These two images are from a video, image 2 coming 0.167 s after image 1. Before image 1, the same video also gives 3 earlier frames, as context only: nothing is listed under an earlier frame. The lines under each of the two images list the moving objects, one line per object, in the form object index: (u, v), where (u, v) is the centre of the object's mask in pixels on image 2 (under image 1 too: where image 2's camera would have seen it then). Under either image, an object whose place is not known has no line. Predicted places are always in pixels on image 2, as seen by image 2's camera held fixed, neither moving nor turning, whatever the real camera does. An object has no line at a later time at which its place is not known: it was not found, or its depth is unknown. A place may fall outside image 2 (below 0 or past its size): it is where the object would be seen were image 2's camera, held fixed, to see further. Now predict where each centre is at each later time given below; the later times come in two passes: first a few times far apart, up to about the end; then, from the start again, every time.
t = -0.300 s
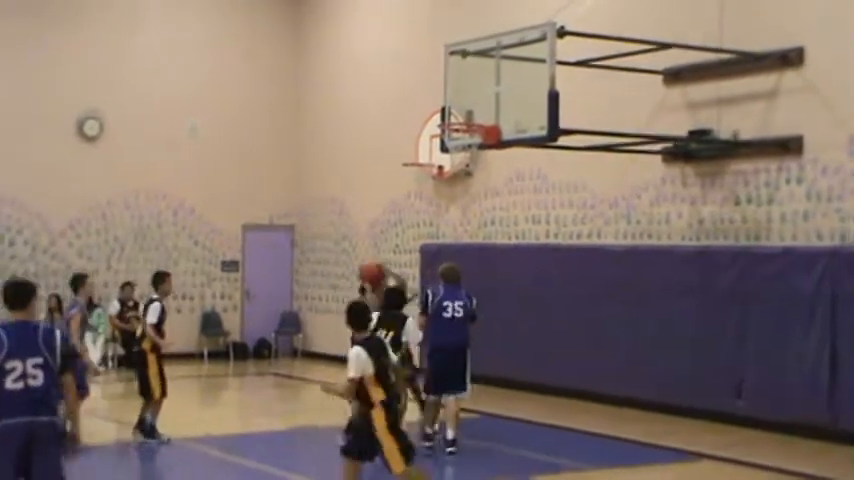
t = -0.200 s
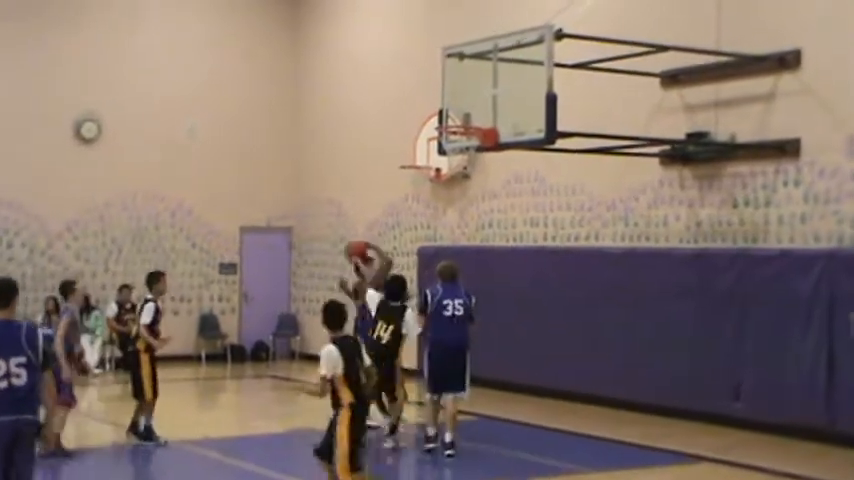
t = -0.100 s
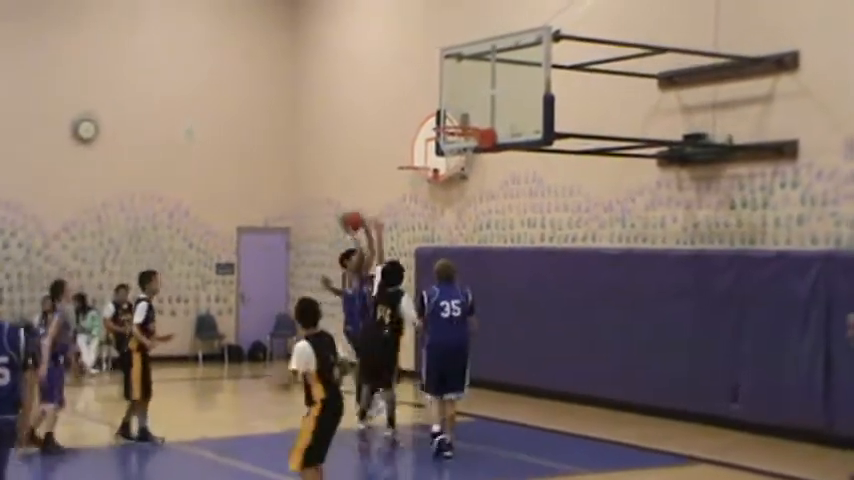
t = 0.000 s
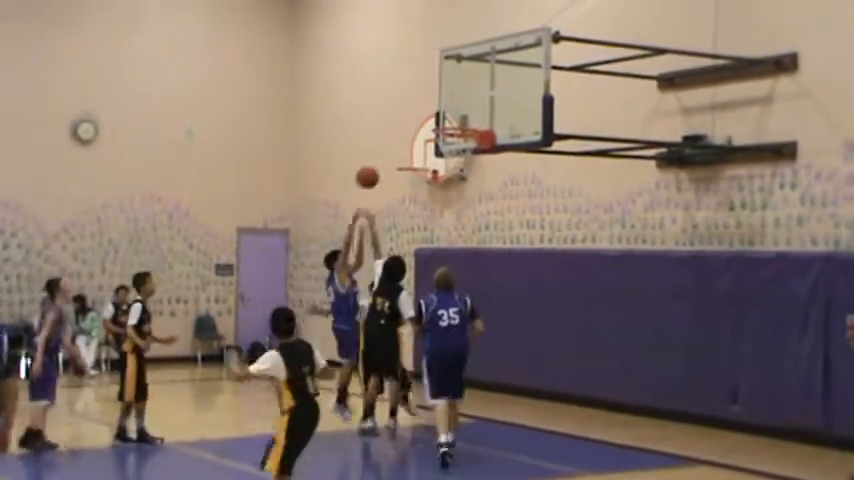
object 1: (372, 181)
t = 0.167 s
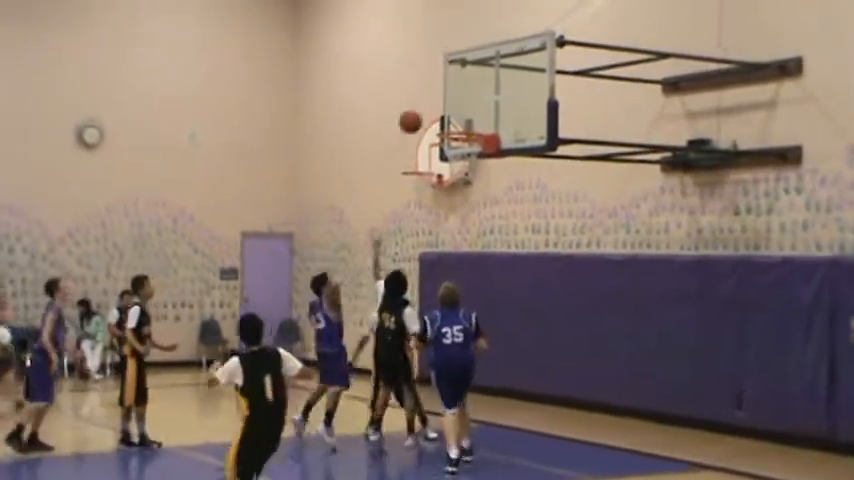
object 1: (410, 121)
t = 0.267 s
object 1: (433, 98)
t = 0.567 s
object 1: (490, 88)
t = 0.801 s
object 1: (485, 141)
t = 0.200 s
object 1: (418, 112)
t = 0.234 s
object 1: (425, 105)
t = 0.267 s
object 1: (433, 98)
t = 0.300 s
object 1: (441, 93)
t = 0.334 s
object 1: (448, 88)
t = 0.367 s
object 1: (456, 85)
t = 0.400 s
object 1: (463, 83)
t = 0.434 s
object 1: (471, 82)
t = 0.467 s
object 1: (479, 82)
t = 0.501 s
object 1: (487, 83)
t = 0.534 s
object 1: (490, 85)
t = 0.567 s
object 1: (490, 88)
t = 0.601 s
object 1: (489, 92)
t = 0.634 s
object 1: (489, 97)
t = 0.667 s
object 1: (488, 104)
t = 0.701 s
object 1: (487, 112)
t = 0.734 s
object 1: (487, 120)
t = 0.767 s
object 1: (486, 130)
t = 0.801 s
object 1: (485, 141)
